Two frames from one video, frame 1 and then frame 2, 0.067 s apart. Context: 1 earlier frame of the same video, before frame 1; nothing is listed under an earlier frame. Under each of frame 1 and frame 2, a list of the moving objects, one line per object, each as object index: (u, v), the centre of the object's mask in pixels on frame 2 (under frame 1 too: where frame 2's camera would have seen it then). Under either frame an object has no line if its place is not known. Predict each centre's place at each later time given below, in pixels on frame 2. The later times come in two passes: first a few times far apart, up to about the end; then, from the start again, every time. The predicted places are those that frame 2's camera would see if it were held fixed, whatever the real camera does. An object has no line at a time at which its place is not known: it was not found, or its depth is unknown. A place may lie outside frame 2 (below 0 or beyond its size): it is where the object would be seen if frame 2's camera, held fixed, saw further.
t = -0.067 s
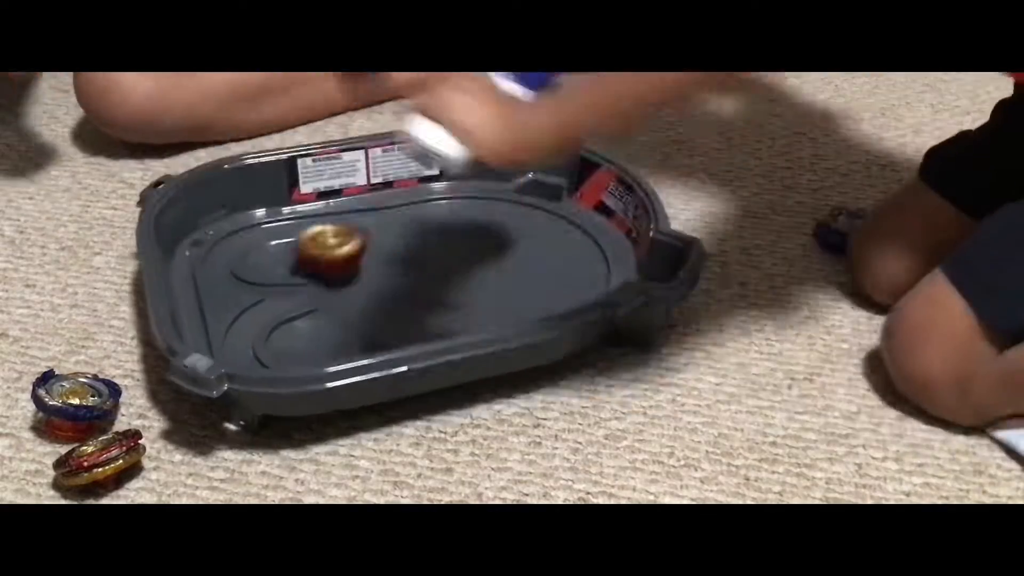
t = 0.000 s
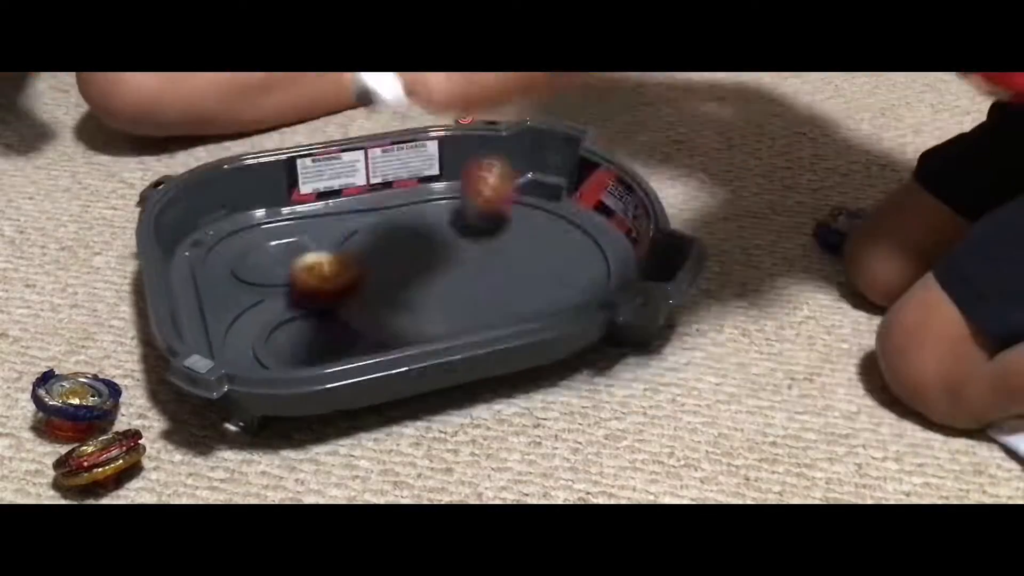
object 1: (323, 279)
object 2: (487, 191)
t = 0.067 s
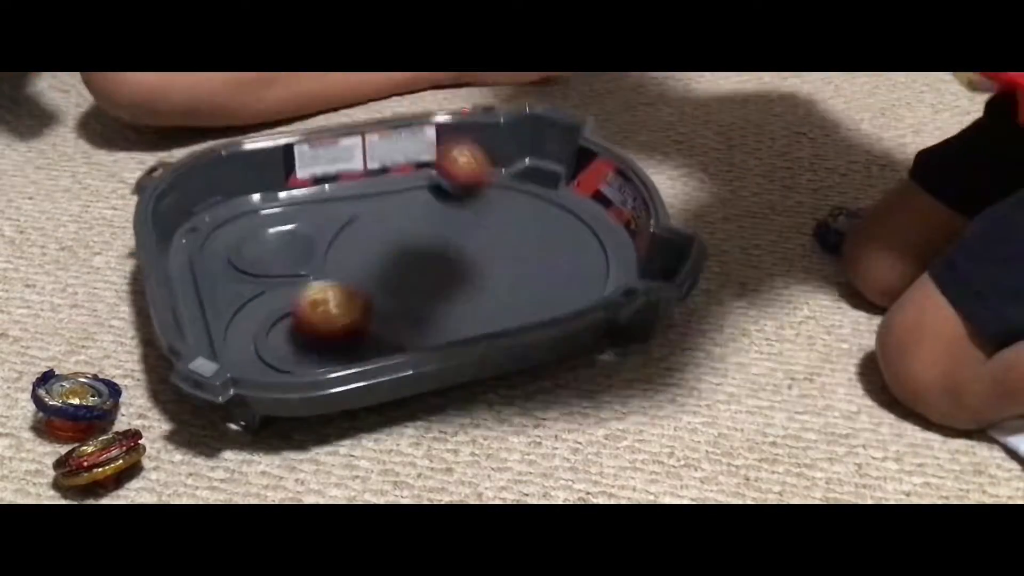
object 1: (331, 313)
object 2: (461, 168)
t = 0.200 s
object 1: (301, 352)
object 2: (401, 182)
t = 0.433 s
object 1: (261, 352)
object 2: (363, 236)
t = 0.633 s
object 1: (266, 352)
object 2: (458, 272)
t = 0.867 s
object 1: (305, 355)
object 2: (573, 245)
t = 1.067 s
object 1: (380, 339)
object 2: (528, 233)
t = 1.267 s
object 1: (471, 315)
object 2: (446, 223)
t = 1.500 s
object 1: (526, 233)
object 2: (443, 248)
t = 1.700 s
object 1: (442, 187)
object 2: (526, 240)
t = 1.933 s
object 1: (310, 224)
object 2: (514, 209)
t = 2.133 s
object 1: (243, 255)
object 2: (391, 226)
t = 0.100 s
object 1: (327, 334)
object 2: (445, 158)
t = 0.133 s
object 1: (319, 338)
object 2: (429, 164)
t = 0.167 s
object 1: (311, 351)
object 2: (414, 171)
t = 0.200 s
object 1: (301, 352)
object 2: (401, 182)
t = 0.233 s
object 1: (293, 356)
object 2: (391, 185)
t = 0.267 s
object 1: (286, 353)
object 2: (381, 192)
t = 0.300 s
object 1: (277, 354)
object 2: (374, 202)
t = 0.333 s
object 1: (269, 354)
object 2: (365, 210)
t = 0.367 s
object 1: (262, 354)
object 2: (360, 218)
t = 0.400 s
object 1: (260, 353)
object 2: (360, 226)
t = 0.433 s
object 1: (261, 352)
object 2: (363, 236)
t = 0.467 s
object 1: (263, 351)
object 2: (371, 244)
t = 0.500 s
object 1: (261, 350)
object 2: (383, 252)
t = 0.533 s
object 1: (258, 351)
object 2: (398, 259)
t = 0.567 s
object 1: (257, 351)
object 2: (417, 266)
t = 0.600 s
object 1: (260, 352)
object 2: (437, 270)
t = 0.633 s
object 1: (266, 352)
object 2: (458, 272)
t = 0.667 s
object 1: (271, 352)
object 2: (479, 272)
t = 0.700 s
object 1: (274, 353)
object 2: (500, 270)
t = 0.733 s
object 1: (277, 354)
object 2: (519, 267)
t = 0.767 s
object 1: (280, 356)
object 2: (536, 262)
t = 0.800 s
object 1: (287, 356)
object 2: (551, 257)
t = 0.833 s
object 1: (295, 356)
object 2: (565, 250)
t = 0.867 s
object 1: (305, 355)
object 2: (573, 245)
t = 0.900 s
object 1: (316, 353)
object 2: (573, 242)
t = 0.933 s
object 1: (328, 351)
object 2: (568, 239)
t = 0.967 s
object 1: (340, 348)
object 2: (561, 237)
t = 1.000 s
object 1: (353, 345)
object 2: (552, 235)
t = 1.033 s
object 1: (366, 343)
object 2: (541, 234)
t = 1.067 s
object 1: (380, 339)
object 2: (528, 233)
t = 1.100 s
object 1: (396, 335)
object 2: (514, 232)
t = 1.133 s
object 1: (413, 332)
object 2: (499, 231)
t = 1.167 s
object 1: (429, 327)
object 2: (484, 230)
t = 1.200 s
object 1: (442, 323)
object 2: (471, 228)
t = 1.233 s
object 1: (456, 319)
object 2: (457, 226)
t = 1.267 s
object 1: (471, 315)
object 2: (446, 223)
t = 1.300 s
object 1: (487, 309)
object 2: (436, 220)
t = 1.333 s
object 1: (505, 301)
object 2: (428, 220)
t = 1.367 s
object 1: (519, 293)
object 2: (420, 223)
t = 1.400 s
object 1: (528, 277)
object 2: (418, 231)
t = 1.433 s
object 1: (531, 264)
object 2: (421, 237)
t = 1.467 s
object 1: (531, 249)
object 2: (430, 244)
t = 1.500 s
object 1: (526, 233)
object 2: (443, 248)
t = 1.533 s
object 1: (518, 220)
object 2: (459, 250)
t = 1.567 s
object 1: (509, 205)
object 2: (475, 250)
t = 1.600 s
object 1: (493, 195)
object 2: (490, 249)
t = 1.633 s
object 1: (478, 187)
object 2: (504, 247)
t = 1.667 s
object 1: (462, 183)
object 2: (517, 244)
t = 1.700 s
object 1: (442, 187)
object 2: (526, 240)
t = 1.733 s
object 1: (420, 192)
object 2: (534, 235)
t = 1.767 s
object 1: (398, 196)
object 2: (538, 230)
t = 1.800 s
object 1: (377, 202)
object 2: (539, 226)
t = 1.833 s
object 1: (354, 209)
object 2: (537, 221)
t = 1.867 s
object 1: (338, 211)
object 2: (533, 217)
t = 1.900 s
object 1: (324, 218)
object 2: (526, 213)
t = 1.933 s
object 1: (310, 224)
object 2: (514, 209)
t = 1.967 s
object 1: (295, 226)
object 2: (500, 207)
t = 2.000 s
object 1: (278, 232)
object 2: (481, 206)
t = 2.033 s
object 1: (261, 237)
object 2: (460, 208)
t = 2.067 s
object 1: (244, 243)
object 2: (436, 211)
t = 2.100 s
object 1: (234, 249)
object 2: (413, 218)
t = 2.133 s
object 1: (243, 255)
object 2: (391, 226)
